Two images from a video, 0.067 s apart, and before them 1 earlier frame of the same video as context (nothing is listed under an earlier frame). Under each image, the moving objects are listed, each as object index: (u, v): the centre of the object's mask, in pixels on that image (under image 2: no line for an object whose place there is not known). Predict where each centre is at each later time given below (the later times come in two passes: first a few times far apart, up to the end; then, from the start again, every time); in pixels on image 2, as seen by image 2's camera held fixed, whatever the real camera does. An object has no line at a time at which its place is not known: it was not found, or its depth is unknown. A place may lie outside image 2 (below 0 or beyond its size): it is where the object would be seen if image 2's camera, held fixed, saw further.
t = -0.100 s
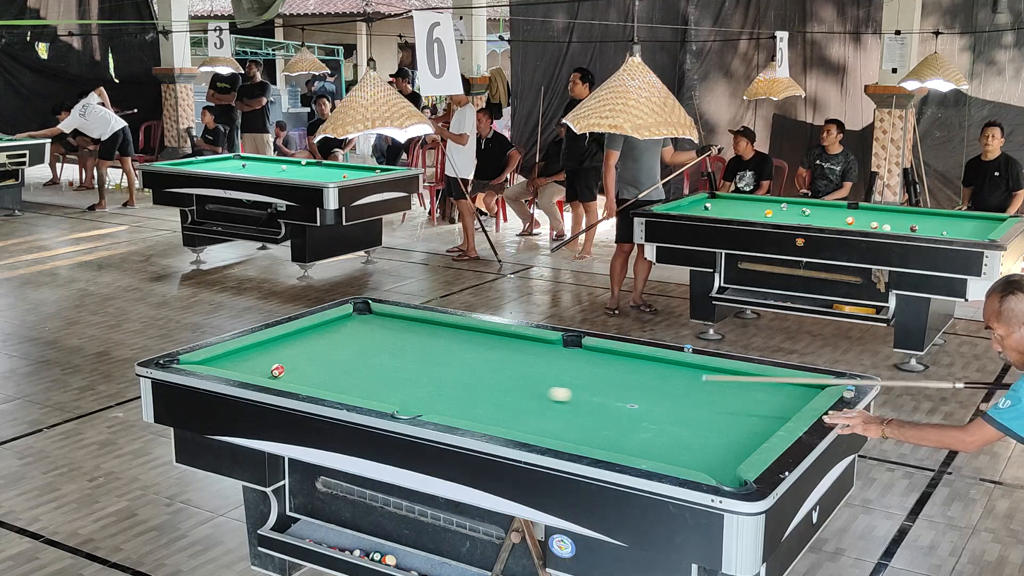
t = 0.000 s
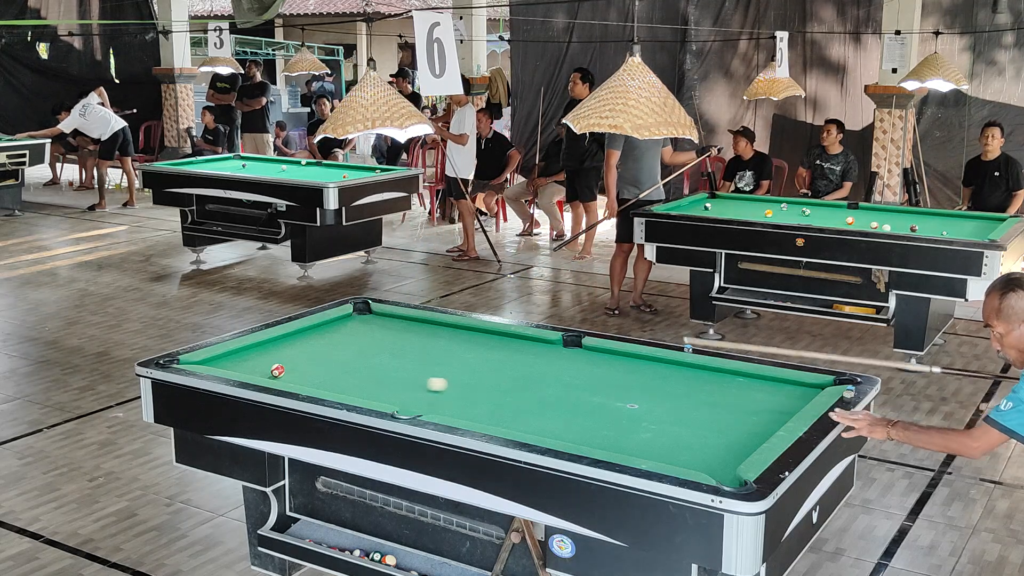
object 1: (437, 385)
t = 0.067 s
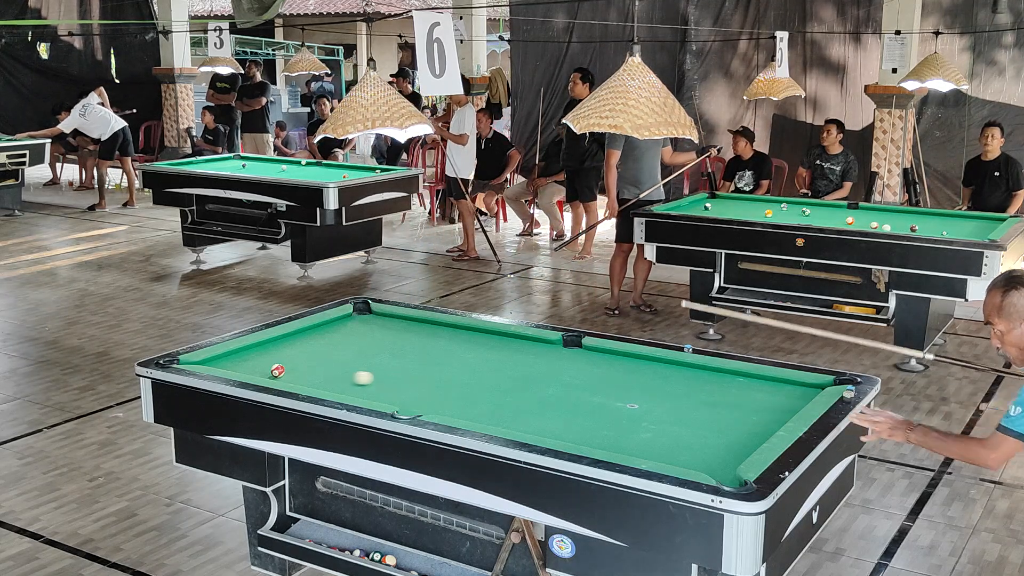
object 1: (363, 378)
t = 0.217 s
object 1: (290, 371)
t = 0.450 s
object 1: (288, 369)
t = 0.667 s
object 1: (286, 367)
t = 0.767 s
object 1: (286, 367)
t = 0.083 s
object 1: (346, 376)
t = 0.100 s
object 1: (328, 375)
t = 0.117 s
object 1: (312, 374)
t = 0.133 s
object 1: (296, 372)
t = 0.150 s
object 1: (290, 372)
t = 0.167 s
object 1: (290, 372)
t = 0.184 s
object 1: (290, 372)
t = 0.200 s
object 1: (290, 371)
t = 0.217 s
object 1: (290, 371)
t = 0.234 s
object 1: (290, 371)
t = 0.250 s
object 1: (290, 371)
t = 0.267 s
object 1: (289, 371)
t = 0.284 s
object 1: (289, 370)
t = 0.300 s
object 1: (289, 370)
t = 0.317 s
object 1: (289, 370)
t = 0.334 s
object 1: (289, 370)
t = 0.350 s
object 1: (289, 370)
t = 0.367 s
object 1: (289, 370)
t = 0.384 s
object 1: (289, 369)
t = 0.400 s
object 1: (288, 369)
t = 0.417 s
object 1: (288, 369)
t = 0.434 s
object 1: (288, 369)
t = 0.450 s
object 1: (288, 369)
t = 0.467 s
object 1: (288, 369)
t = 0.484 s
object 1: (288, 368)
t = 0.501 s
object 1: (288, 368)
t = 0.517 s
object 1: (287, 368)
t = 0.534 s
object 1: (287, 368)
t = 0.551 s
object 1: (287, 368)
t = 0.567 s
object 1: (287, 368)
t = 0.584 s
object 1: (287, 368)
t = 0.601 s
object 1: (287, 368)
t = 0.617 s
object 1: (287, 368)
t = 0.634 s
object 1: (287, 367)
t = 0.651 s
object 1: (287, 367)
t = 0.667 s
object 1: (286, 367)
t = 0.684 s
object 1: (286, 367)
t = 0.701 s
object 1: (286, 367)
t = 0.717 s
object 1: (286, 367)
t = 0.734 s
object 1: (286, 367)
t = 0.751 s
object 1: (286, 367)
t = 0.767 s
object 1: (286, 367)
